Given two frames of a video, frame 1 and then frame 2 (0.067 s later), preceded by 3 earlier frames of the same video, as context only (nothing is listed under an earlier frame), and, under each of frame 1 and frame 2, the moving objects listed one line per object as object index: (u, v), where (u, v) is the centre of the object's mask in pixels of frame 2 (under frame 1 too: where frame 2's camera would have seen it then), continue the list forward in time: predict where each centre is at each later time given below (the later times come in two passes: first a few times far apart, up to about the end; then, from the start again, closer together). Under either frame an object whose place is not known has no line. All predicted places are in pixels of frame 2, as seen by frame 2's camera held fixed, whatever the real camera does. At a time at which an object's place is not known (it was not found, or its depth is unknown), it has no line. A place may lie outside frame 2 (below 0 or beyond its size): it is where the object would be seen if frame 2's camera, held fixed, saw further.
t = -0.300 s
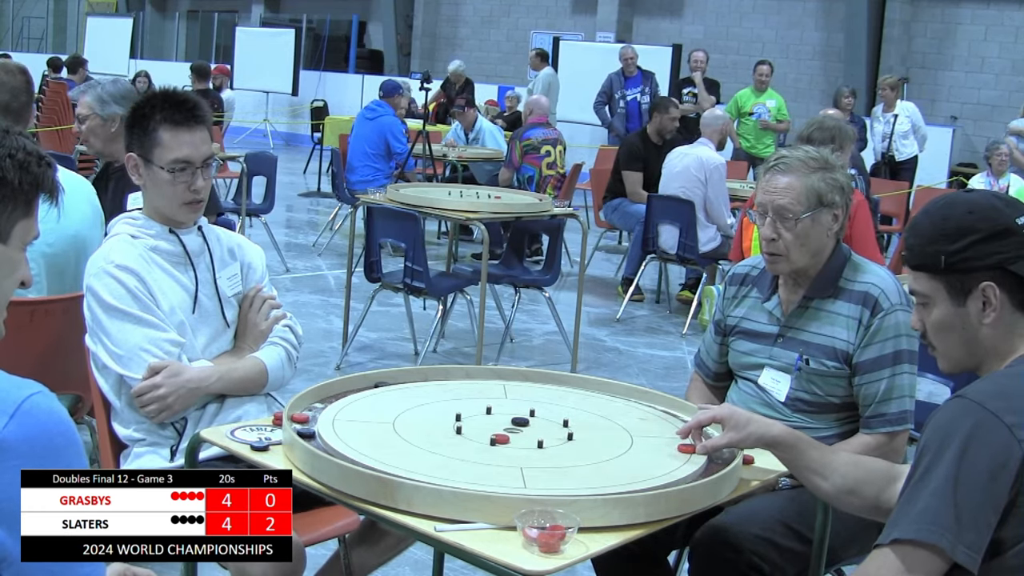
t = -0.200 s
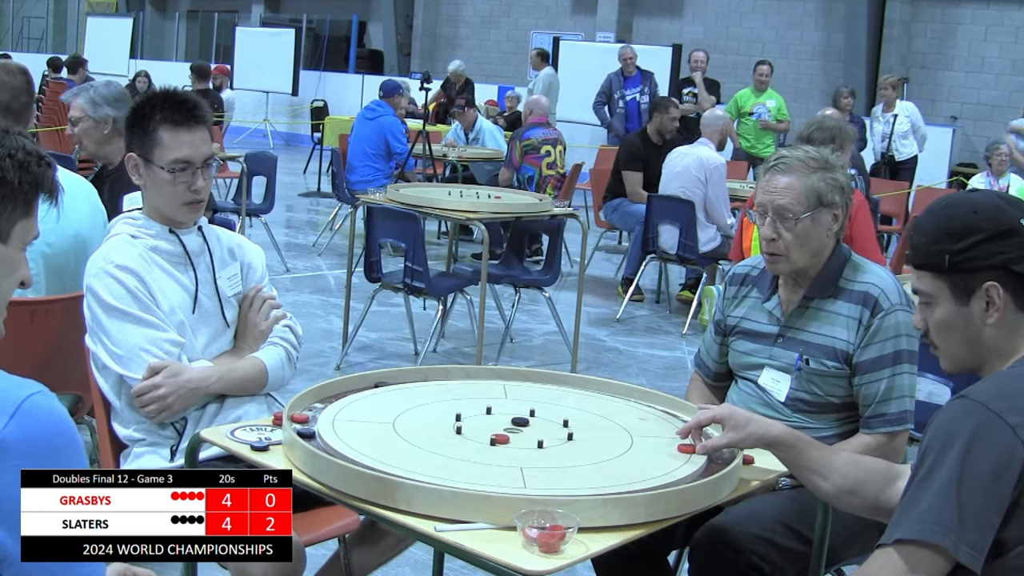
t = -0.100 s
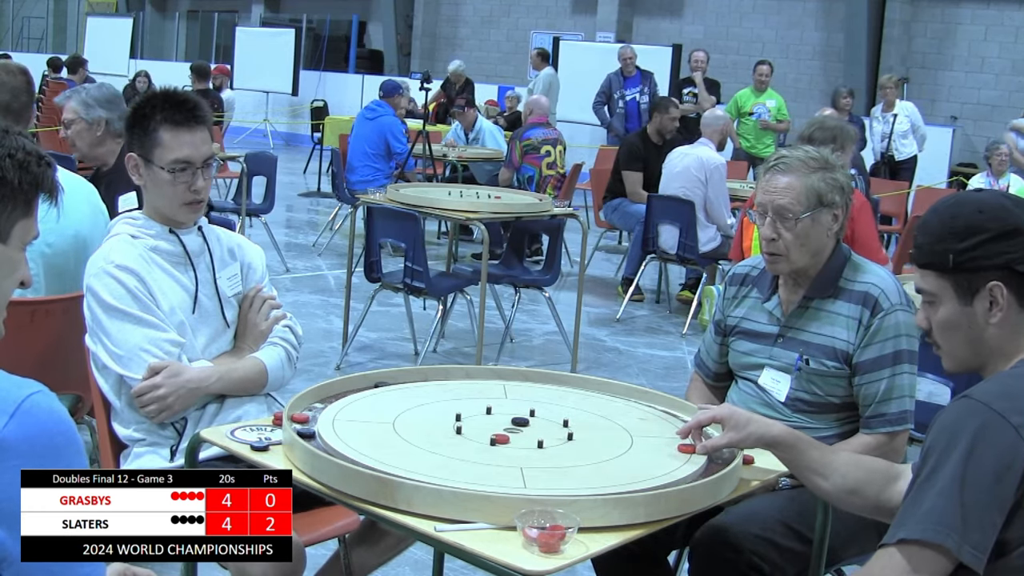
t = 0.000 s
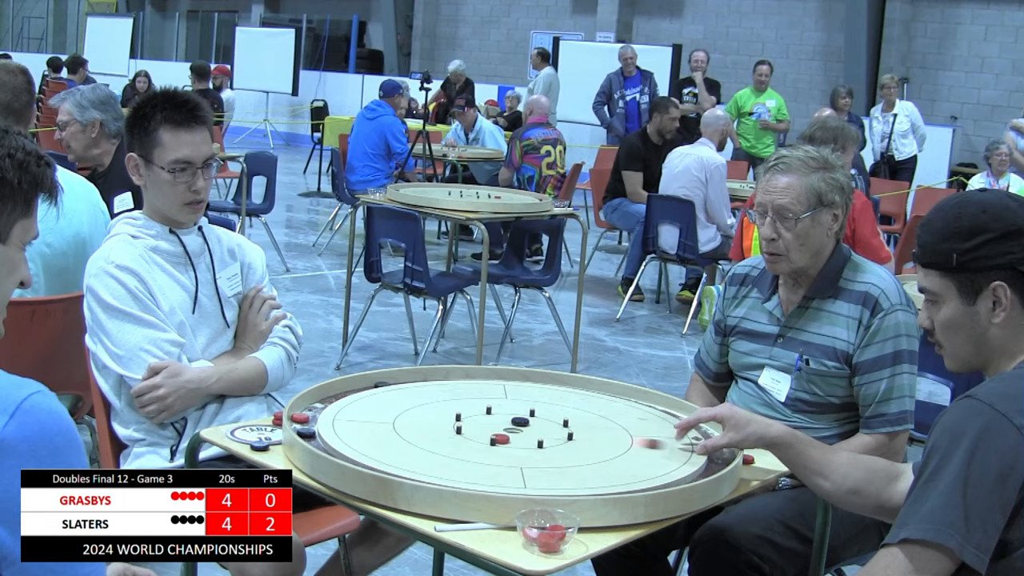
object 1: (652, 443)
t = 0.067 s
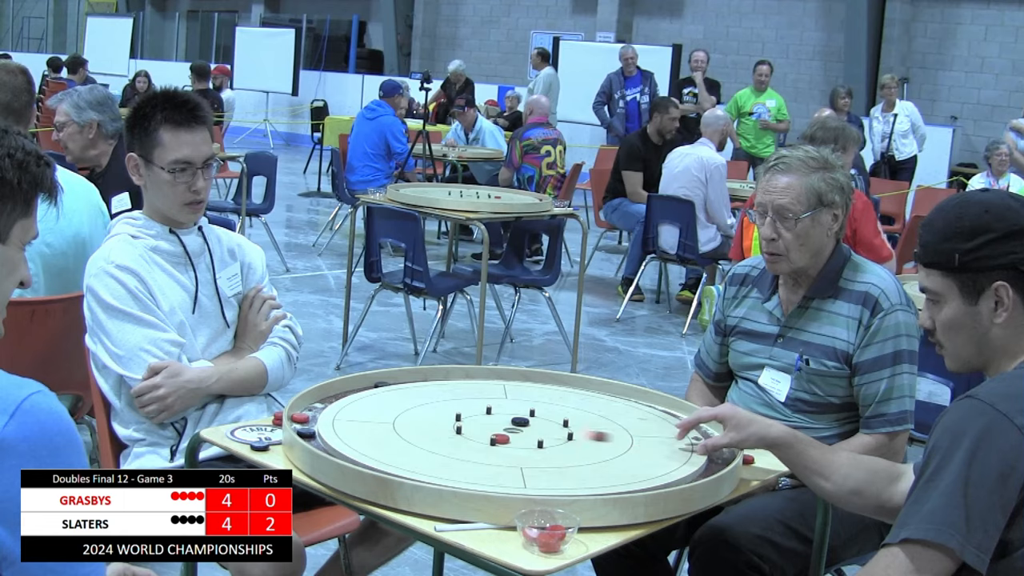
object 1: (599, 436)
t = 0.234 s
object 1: (514, 429)
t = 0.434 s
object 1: (489, 428)
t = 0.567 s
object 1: (485, 427)
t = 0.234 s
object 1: (514, 429)
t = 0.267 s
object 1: (507, 428)
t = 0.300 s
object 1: (502, 428)
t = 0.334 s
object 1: (498, 428)
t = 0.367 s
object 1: (494, 428)
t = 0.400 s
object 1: (491, 428)
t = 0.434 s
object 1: (489, 428)
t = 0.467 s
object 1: (488, 428)
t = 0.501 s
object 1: (486, 428)
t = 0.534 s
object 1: (486, 427)
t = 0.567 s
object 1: (485, 427)
